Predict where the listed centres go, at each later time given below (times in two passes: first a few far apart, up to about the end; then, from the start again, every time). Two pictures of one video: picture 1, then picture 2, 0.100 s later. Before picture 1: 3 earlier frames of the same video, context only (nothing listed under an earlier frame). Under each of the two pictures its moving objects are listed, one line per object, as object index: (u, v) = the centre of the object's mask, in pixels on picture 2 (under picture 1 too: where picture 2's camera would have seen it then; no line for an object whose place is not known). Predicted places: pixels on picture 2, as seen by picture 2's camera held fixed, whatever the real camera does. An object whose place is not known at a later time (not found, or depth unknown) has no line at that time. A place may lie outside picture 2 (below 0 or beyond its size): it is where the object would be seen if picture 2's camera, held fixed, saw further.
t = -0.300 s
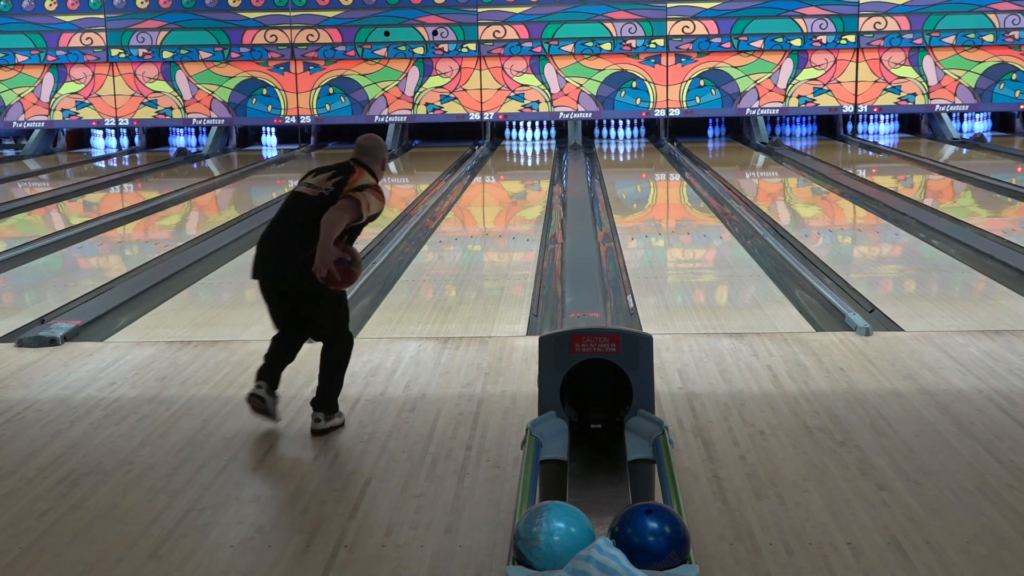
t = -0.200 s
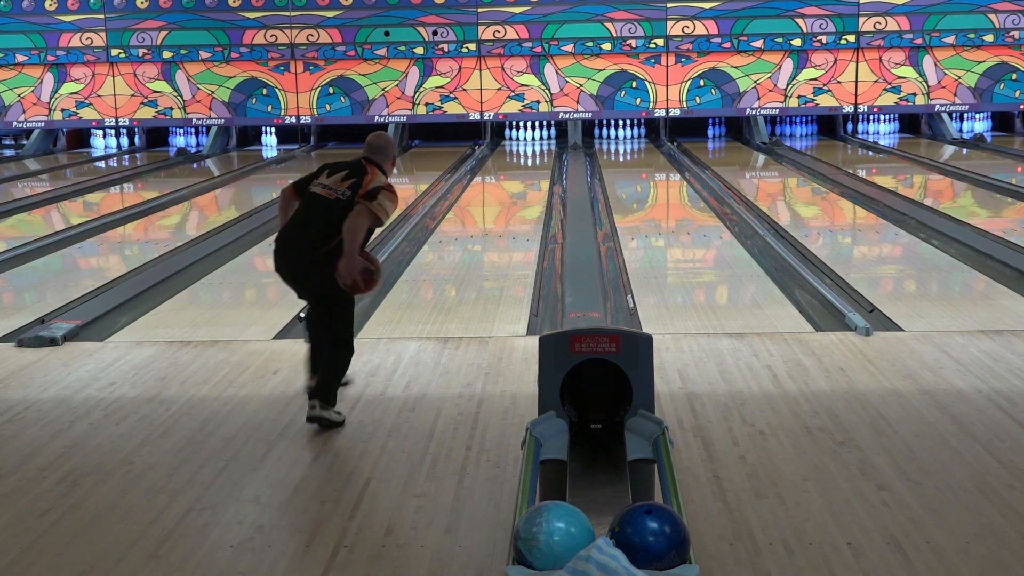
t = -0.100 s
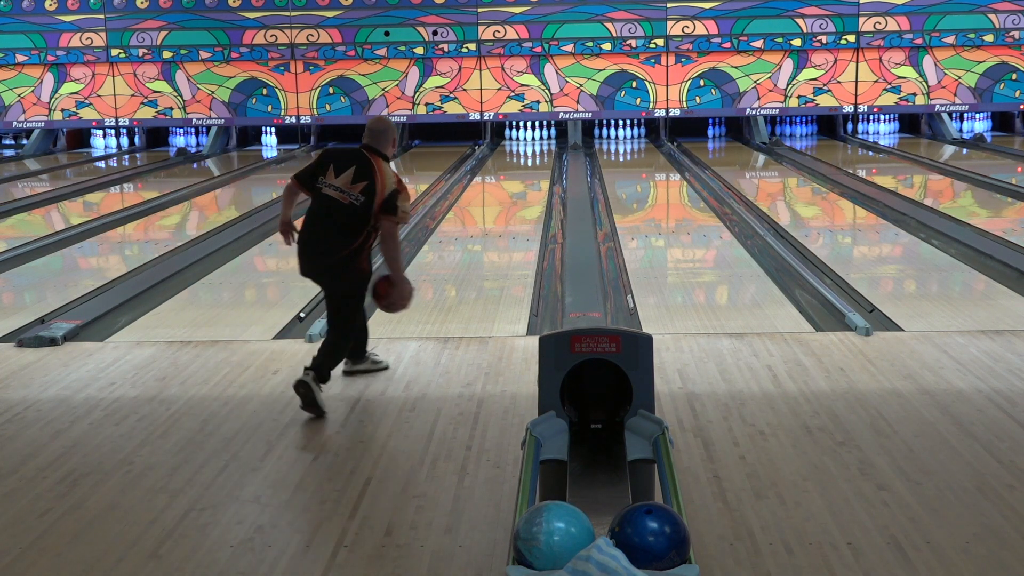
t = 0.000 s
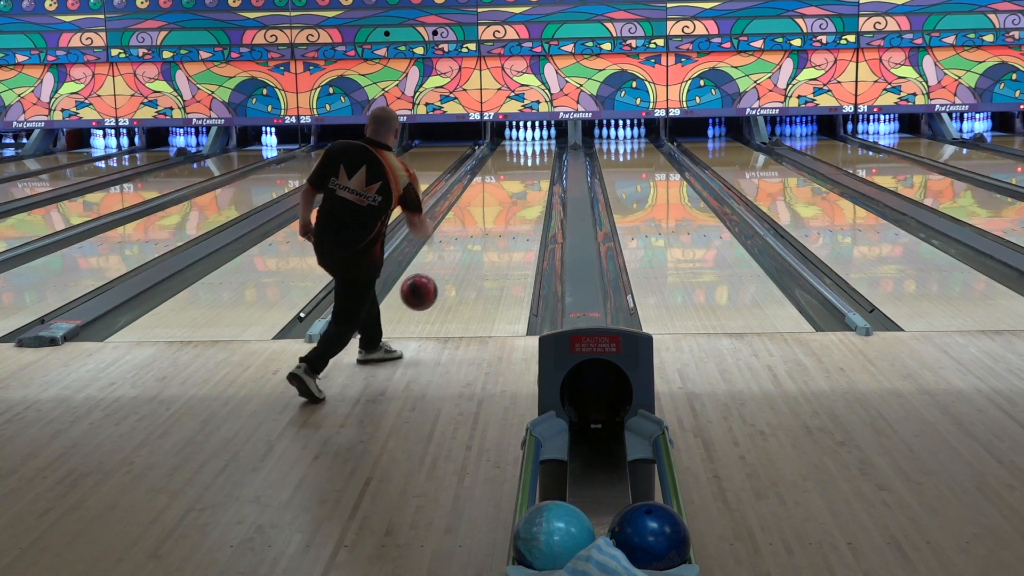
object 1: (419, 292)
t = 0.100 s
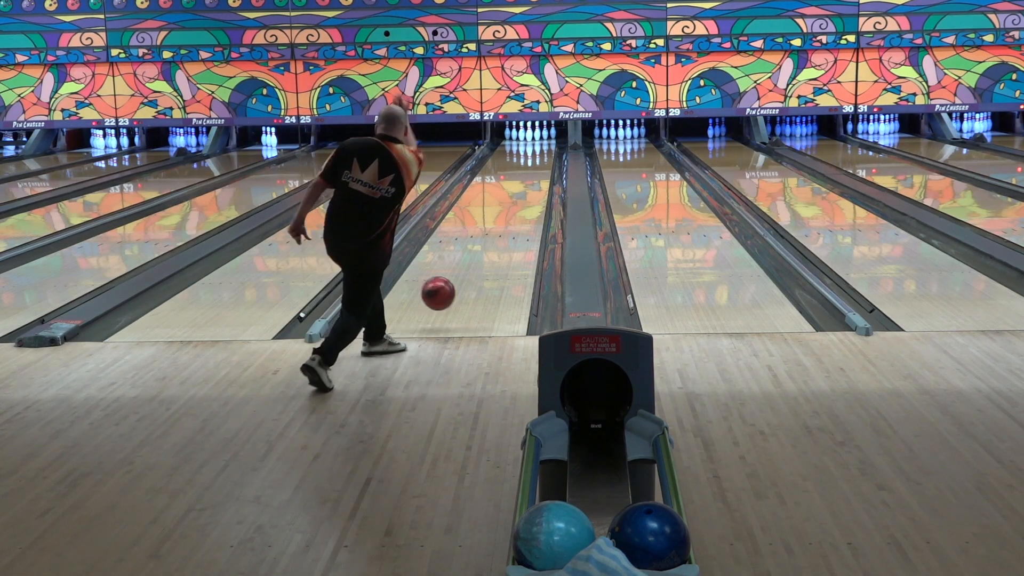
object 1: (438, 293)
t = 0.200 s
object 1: (454, 291)
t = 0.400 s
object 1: (478, 259)
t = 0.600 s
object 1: (495, 233)
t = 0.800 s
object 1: (509, 213)
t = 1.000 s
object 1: (519, 197)
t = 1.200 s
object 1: (527, 184)
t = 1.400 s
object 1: (534, 174)
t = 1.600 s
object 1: (538, 164)
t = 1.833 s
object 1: (542, 156)
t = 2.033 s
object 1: (543, 150)
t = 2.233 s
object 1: (541, 145)
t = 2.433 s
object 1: (538, 140)
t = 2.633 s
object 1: (536, 135)
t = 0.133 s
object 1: (444, 297)
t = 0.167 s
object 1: (449, 300)
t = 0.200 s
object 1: (454, 291)
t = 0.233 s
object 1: (458, 284)
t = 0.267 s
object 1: (463, 279)
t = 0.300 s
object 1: (467, 275)
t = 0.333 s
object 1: (471, 269)
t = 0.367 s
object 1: (474, 264)
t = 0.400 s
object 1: (478, 259)
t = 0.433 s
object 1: (481, 254)
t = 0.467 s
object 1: (484, 249)
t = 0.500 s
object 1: (487, 245)
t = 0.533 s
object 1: (490, 241)
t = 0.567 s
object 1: (493, 237)
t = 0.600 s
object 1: (495, 233)
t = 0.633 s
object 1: (498, 229)
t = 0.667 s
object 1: (500, 226)
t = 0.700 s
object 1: (502, 223)
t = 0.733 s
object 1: (505, 219)
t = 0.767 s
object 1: (507, 216)
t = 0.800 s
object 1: (509, 213)
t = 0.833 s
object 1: (511, 210)
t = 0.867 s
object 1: (513, 207)
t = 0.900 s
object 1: (514, 205)
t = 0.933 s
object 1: (516, 202)
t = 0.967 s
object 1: (518, 200)
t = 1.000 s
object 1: (519, 197)
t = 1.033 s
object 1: (521, 195)
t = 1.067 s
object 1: (522, 193)
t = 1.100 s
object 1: (524, 191)
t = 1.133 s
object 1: (525, 188)
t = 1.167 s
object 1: (526, 187)
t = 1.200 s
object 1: (527, 184)
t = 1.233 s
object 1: (529, 183)
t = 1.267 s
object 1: (530, 181)
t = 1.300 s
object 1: (531, 179)
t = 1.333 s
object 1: (532, 177)
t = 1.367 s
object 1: (533, 175)
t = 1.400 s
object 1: (534, 174)
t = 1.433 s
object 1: (535, 172)
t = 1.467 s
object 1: (535, 170)
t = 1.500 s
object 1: (537, 169)
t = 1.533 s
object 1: (537, 167)
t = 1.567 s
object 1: (538, 166)
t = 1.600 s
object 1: (538, 164)
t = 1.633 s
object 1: (539, 163)
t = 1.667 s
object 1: (540, 162)
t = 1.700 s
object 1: (540, 161)
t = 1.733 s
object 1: (541, 159)
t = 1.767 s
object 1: (541, 158)
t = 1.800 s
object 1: (542, 157)
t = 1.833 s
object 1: (542, 156)
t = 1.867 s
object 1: (542, 155)
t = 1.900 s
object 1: (543, 154)
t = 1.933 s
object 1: (543, 153)
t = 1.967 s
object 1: (543, 152)
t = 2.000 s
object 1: (543, 151)
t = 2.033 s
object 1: (543, 150)
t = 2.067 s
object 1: (543, 149)
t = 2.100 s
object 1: (543, 148)
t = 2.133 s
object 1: (543, 147)
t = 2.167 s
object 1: (542, 146)
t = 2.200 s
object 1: (542, 145)
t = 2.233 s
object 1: (541, 145)
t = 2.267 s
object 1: (541, 144)
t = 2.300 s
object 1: (540, 143)
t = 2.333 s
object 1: (539, 142)
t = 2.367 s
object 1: (539, 141)
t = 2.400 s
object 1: (538, 140)
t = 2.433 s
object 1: (538, 140)
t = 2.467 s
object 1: (537, 139)
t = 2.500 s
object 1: (537, 138)
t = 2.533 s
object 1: (536, 137)
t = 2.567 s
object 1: (535, 137)
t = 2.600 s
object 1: (535, 136)
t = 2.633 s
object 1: (536, 135)
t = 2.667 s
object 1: (536, 135)
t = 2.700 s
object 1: (537, 135)
